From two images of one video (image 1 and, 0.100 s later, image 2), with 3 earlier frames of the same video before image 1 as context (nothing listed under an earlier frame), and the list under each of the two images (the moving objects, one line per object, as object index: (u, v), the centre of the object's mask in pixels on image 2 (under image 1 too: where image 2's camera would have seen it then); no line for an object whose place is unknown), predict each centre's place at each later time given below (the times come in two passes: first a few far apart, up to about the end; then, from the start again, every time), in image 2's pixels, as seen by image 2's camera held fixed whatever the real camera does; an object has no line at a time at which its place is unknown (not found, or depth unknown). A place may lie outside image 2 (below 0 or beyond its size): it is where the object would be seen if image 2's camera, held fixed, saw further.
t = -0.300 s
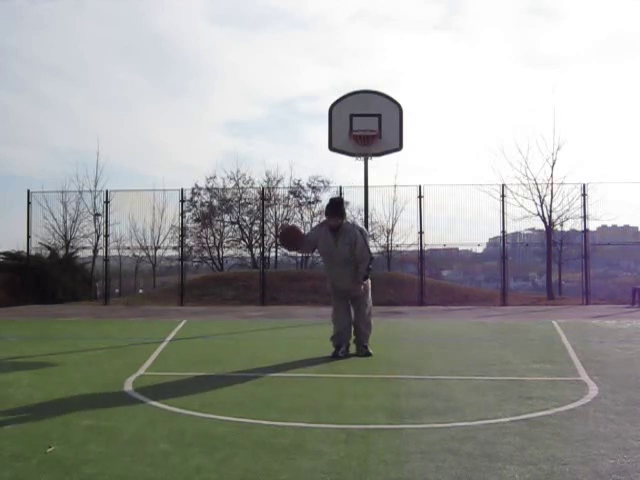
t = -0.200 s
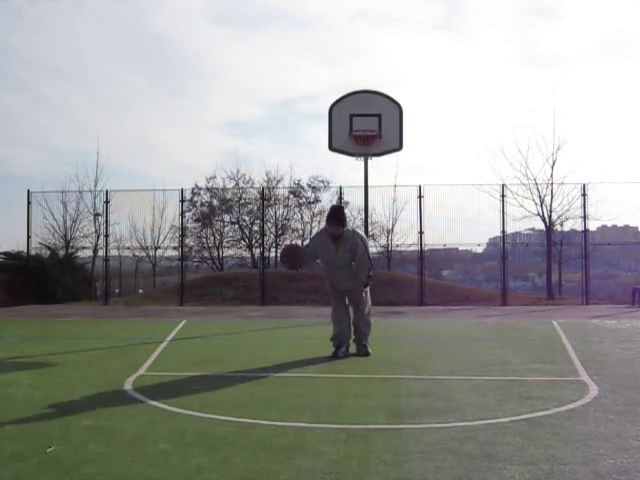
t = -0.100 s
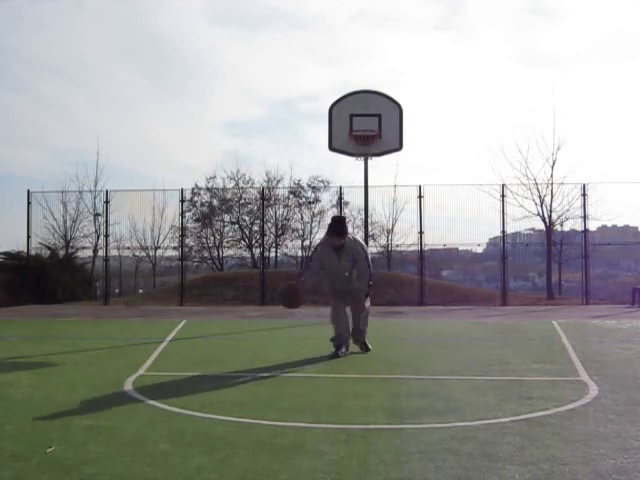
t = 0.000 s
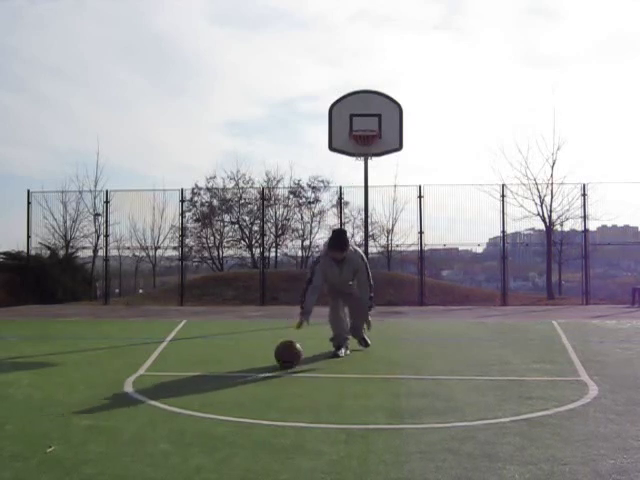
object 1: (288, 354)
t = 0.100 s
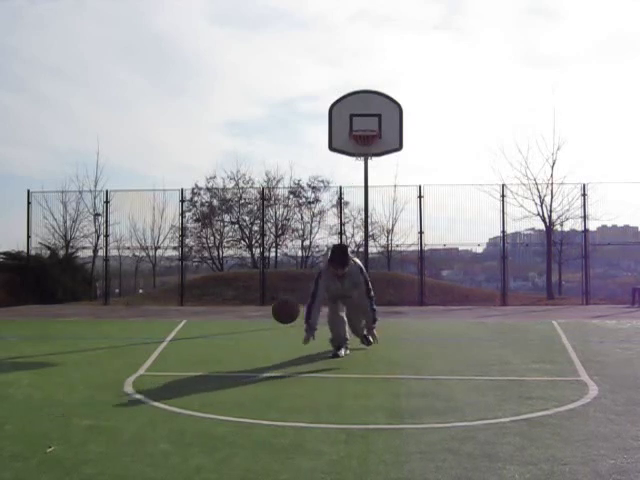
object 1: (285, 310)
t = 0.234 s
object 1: (282, 264)
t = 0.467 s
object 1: (275, 234)
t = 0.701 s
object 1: (269, 263)
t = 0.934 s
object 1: (263, 352)
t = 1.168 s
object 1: (255, 283)
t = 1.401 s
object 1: (247, 275)
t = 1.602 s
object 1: (239, 314)
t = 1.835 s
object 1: (232, 314)
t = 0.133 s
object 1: (284, 296)
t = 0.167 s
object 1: (284, 284)
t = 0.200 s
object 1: (283, 274)
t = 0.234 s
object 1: (282, 264)
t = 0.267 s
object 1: (280, 256)
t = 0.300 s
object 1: (279, 249)
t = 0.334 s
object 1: (278, 243)
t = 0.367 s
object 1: (278, 239)
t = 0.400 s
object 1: (277, 236)
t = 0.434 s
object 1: (276, 235)
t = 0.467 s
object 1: (275, 234)
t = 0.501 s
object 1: (275, 235)
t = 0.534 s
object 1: (275, 236)
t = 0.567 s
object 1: (273, 239)
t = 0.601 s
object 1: (272, 243)
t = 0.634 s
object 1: (271, 249)
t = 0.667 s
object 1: (270, 256)
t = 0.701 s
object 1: (269, 263)
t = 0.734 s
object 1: (270, 274)
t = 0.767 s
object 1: (268, 285)
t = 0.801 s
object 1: (267, 295)
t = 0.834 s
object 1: (266, 308)
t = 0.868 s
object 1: (265, 322)
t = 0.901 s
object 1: (264, 337)
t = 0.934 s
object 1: (263, 352)
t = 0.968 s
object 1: (262, 338)
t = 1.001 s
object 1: (261, 326)
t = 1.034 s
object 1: (259, 315)
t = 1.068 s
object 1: (258, 305)
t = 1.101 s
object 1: (258, 297)
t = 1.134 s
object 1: (256, 290)
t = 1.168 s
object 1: (255, 283)
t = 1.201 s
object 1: (254, 278)
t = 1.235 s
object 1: (252, 274)
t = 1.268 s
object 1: (251, 272)
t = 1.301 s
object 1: (250, 271)
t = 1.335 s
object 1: (249, 271)
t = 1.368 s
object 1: (248, 272)
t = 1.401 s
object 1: (247, 275)
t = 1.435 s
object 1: (246, 278)
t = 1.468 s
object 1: (243, 283)
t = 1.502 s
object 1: (243, 289)
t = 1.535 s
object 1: (242, 296)
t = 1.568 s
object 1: (240, 305)
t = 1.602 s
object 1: (239, 314)
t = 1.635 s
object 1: (237, 325)
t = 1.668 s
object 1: (236, 338)
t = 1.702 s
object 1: (235, 351)
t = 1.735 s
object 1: (234, 341)
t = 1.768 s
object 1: (234, 331)
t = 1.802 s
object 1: (233, 322)
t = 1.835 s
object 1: (232, 314)
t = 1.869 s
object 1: (231, 307)
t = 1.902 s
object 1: (231, 302)
